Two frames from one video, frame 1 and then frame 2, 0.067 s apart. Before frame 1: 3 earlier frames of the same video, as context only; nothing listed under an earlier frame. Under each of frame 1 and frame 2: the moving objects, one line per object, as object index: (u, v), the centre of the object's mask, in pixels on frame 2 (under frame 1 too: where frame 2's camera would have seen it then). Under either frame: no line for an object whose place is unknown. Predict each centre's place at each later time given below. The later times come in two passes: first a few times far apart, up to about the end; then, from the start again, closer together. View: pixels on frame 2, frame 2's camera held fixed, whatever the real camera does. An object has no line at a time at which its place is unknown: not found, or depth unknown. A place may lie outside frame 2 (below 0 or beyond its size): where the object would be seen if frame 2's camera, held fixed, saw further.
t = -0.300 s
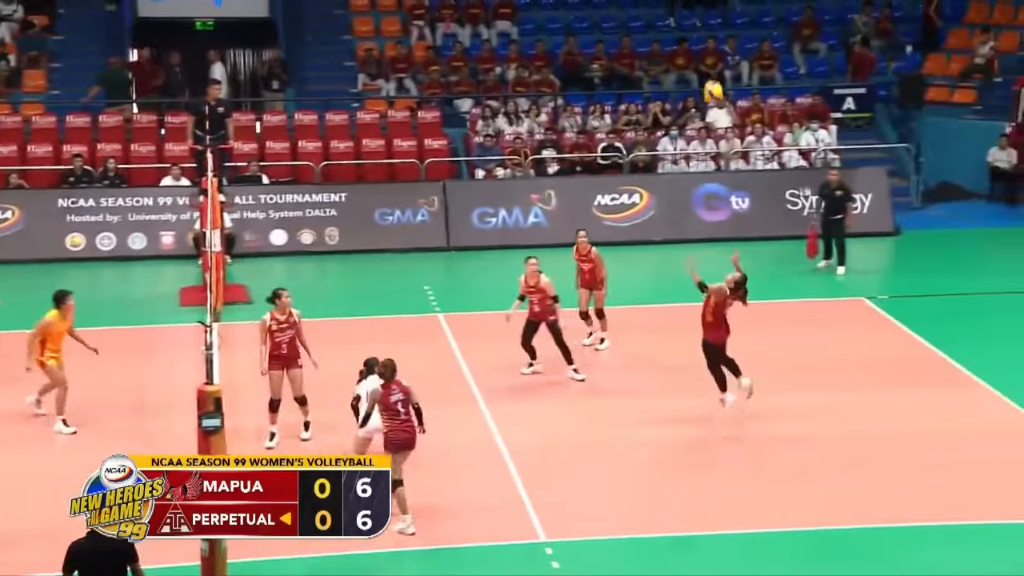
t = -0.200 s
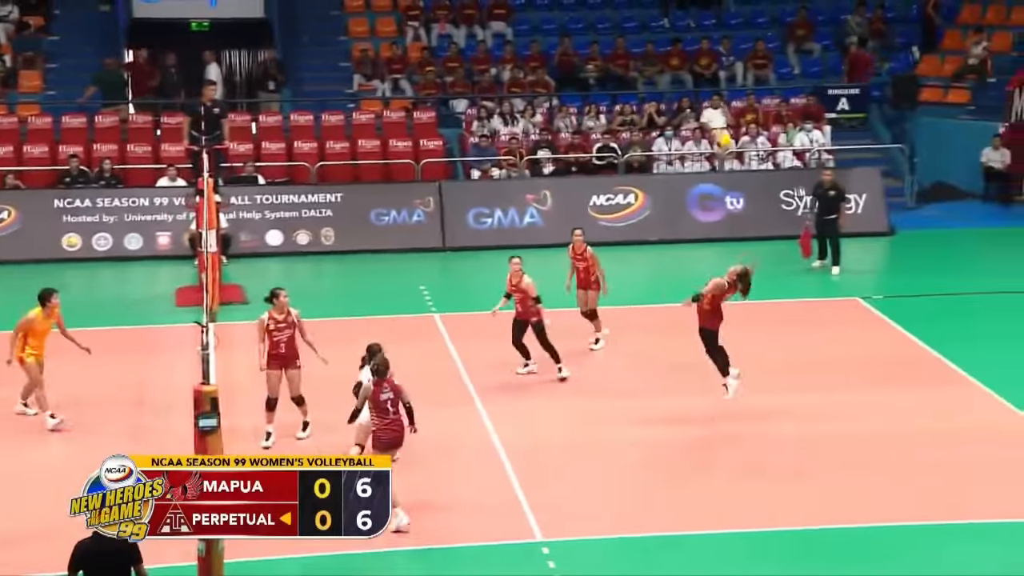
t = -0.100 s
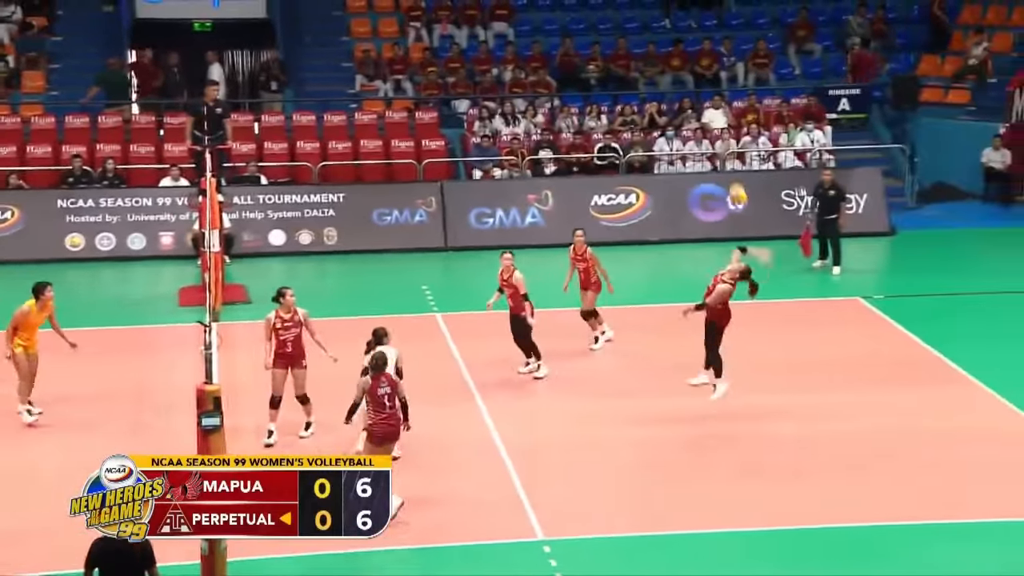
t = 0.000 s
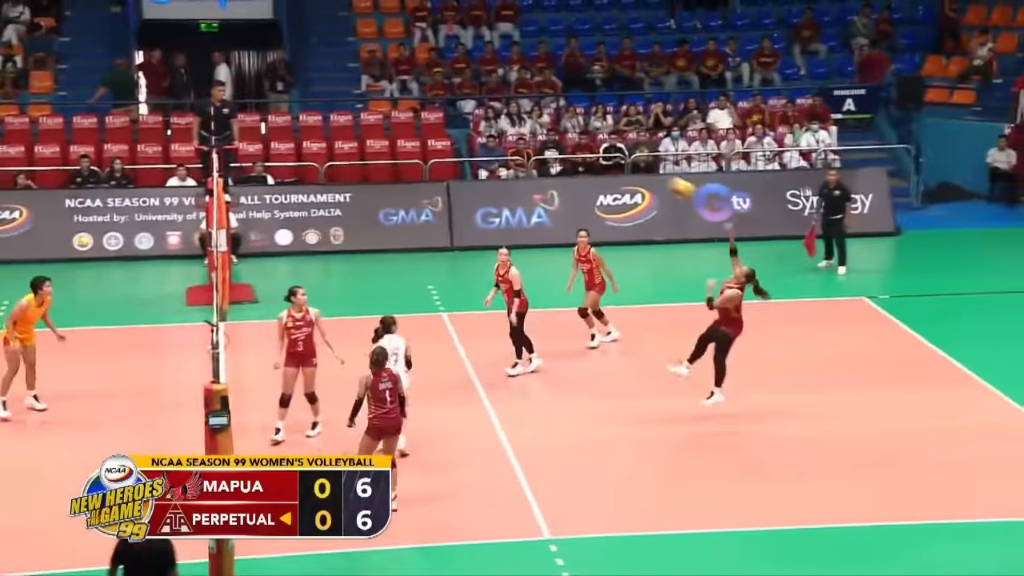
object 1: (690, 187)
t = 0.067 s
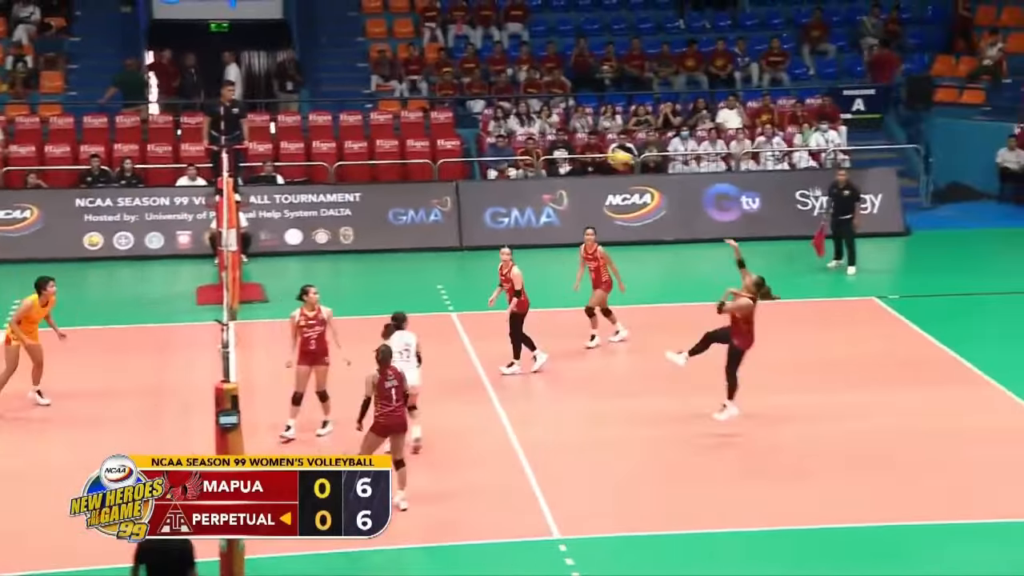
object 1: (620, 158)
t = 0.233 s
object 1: (449, 106)
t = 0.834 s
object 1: (-113, 146)
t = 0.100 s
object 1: (584, 145)
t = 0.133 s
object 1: (553, 133)
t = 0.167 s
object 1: (515, 124)
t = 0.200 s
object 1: (482, 113)
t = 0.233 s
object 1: (449, 106)
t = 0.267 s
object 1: (415, 101)
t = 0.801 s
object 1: (-85, 136)
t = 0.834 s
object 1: (-113, 146)
